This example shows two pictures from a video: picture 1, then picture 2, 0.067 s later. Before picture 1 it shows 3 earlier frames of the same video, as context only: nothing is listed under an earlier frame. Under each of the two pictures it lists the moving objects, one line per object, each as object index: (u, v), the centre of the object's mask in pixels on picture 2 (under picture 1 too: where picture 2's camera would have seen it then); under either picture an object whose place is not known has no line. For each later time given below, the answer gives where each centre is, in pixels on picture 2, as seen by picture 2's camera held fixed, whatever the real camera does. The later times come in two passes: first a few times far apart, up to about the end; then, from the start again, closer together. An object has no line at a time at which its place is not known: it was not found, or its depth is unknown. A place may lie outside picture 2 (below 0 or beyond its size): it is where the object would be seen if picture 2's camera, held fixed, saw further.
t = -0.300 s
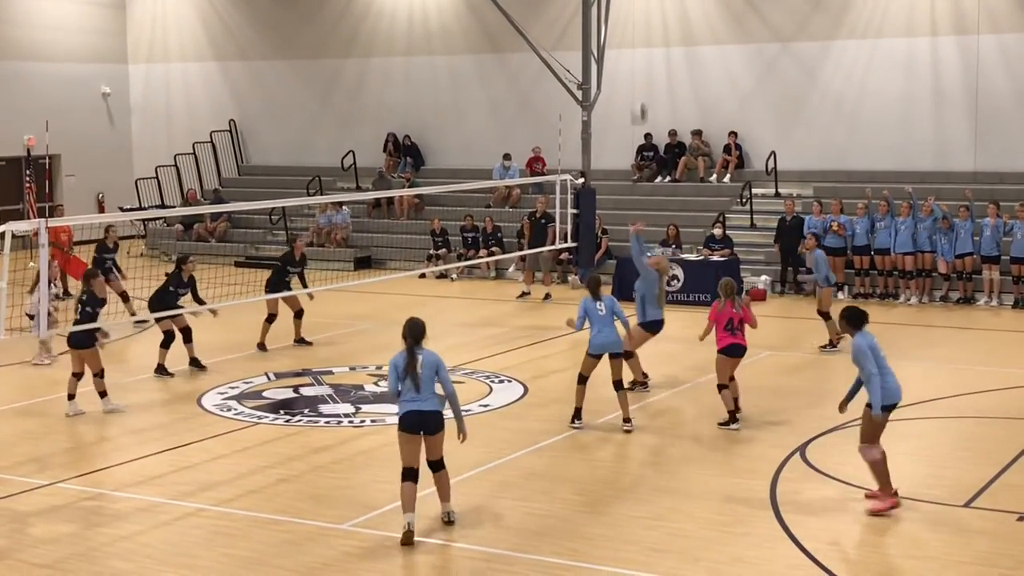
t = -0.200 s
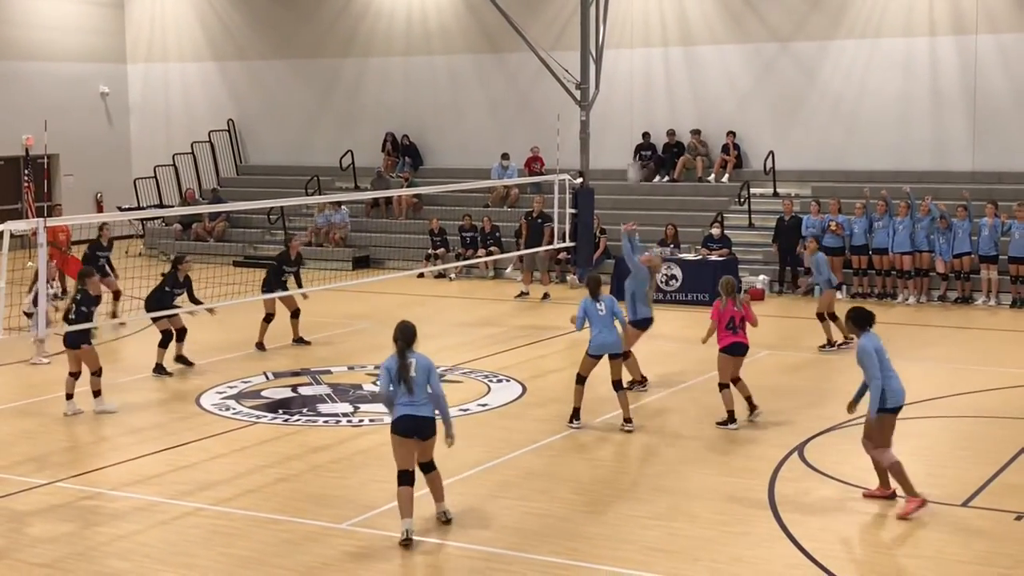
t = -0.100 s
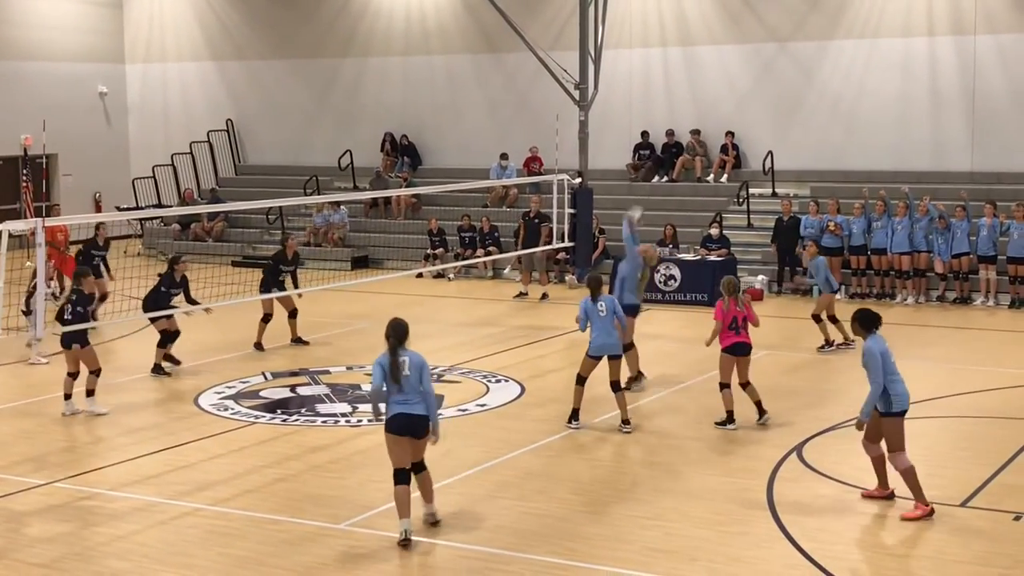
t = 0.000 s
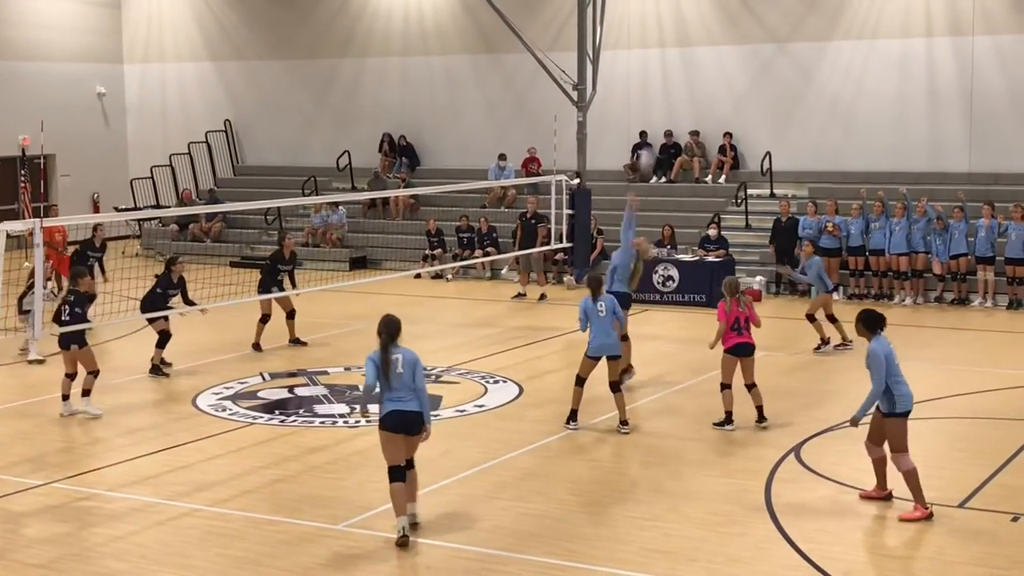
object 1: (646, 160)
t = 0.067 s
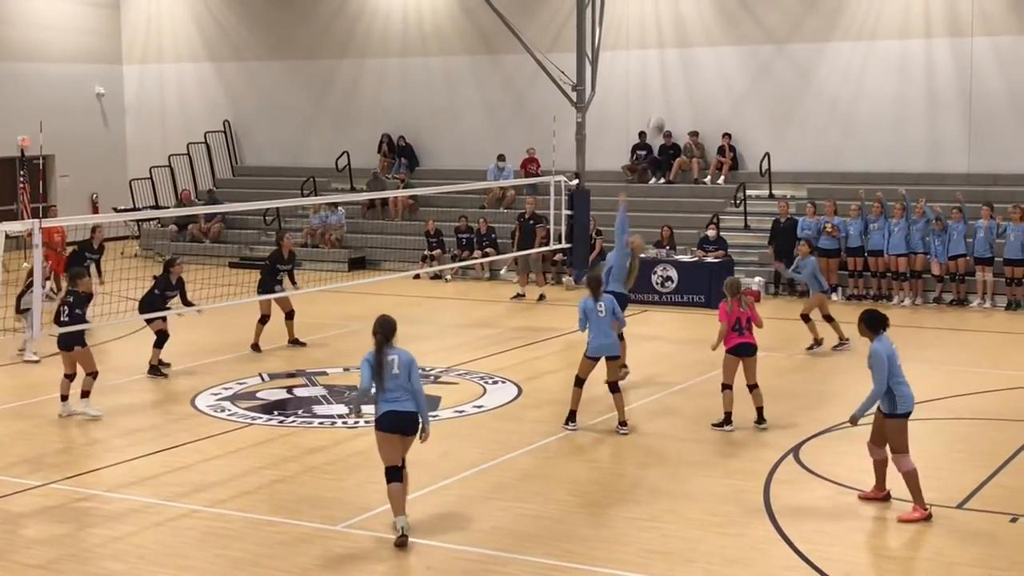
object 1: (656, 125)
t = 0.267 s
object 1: (683, 48)
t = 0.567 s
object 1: (720, -1)
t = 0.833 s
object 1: (749, 21)
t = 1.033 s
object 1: (770, 73)
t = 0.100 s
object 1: (660, 111)
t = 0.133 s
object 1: (666, 97)
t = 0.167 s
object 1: (670, 82)
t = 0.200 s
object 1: (675, 70)
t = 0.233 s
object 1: (679, 58)
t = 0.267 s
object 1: (683, 48)
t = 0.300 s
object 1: (688, 38)
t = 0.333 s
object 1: (692, 30)
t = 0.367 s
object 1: (696, 22)
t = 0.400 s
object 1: (701, 16)
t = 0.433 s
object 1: (704, 10)
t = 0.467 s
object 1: (708, 6)
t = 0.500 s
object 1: (712, 2)
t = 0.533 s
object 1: (716, 0)
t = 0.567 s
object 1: (720, -1)
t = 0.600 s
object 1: (723, -1)
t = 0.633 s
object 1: (728, -1)
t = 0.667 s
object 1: (732, 1)
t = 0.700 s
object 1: (736, 4)
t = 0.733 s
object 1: (739, 7)
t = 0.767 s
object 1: (743, 11)
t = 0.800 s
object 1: (746, 15)
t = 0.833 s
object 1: (749, 21)
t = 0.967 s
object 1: (763, 53)
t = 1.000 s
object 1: (767, 63)
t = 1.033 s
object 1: (770, 73)
